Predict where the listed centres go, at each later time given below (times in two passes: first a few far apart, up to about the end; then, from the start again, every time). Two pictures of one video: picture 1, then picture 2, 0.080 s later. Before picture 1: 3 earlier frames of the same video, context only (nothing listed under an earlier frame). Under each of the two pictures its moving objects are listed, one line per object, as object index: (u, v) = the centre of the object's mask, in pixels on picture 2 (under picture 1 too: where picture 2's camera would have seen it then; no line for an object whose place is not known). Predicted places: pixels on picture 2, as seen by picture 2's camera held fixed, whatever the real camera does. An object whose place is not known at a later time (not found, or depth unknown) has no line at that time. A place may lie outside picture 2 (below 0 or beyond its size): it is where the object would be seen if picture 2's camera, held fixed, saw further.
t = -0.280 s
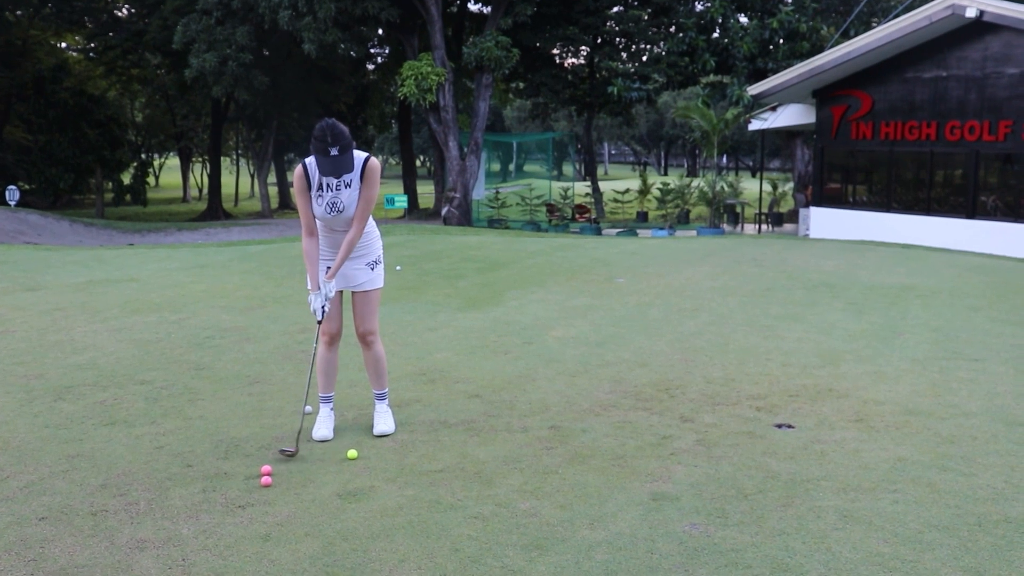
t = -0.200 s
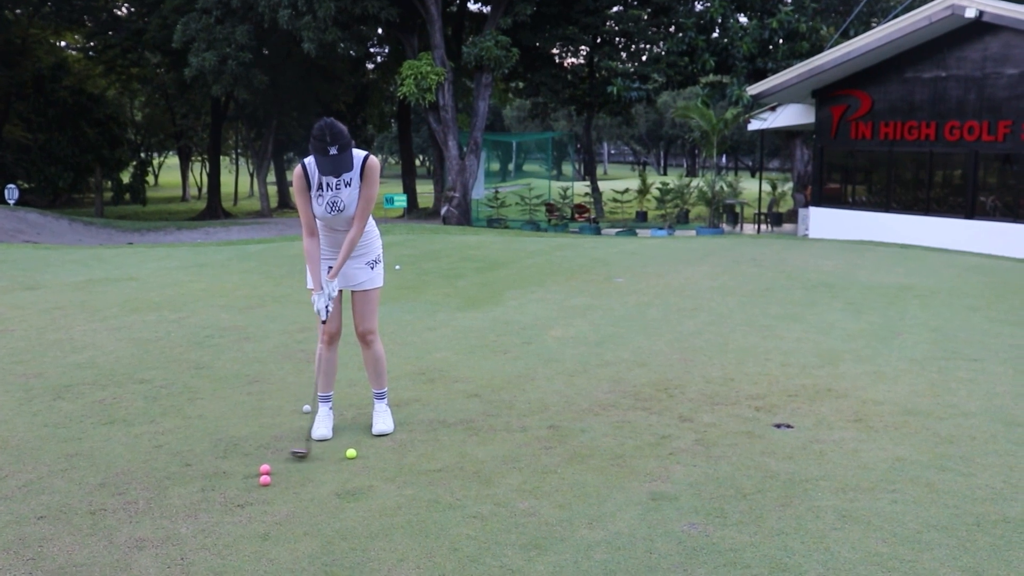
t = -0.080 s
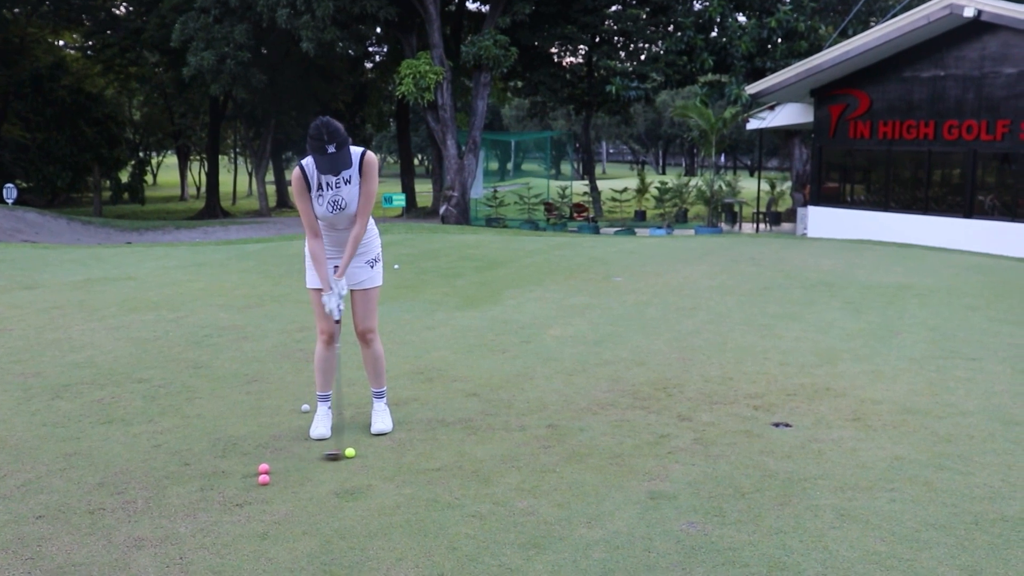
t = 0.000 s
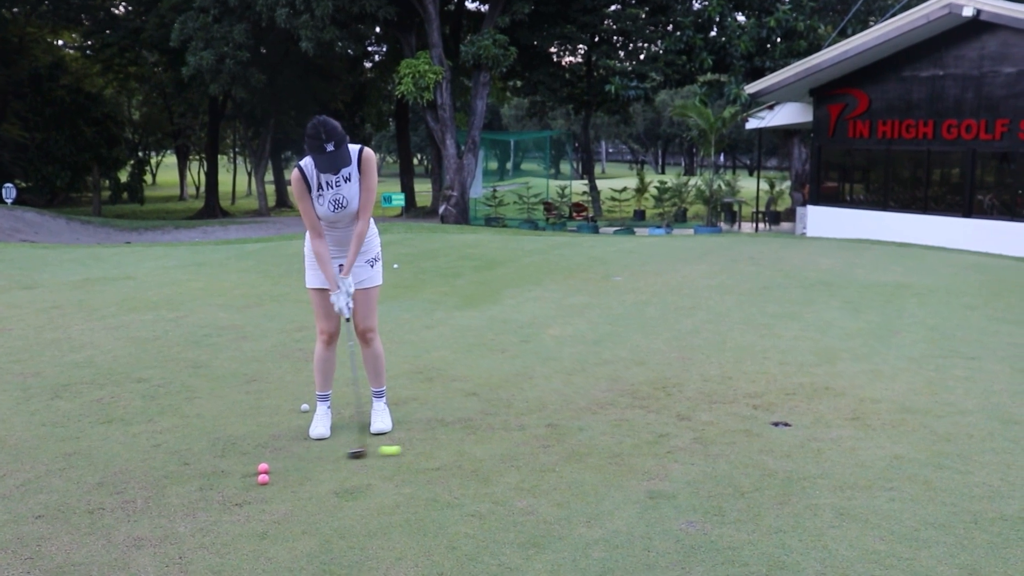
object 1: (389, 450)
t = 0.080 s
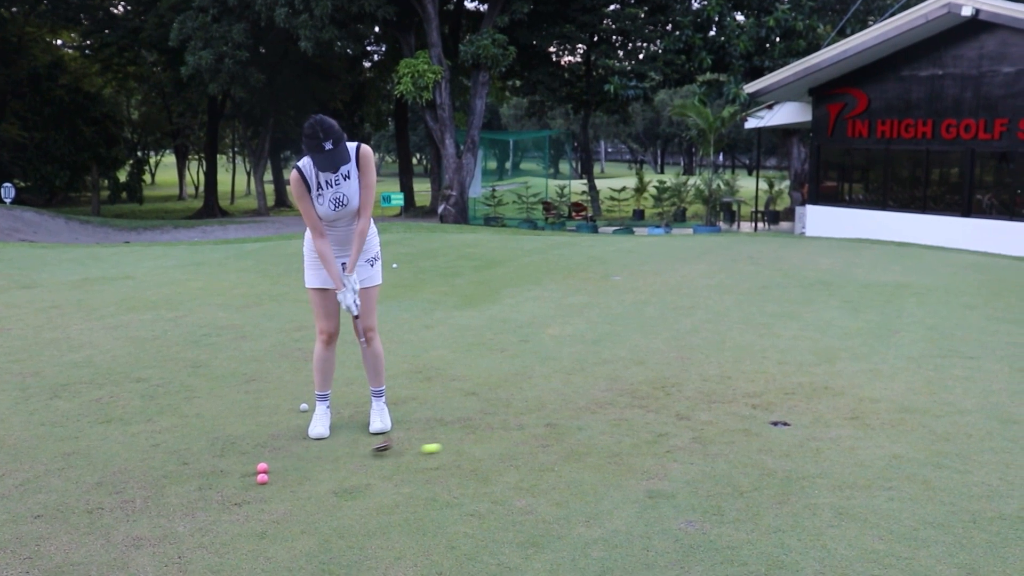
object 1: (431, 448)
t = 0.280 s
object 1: (513, 444)
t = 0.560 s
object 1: (604, 436)
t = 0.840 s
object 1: (678, 428)
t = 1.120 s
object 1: (732, 419)
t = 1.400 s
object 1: (770, 410)
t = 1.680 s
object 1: (794, 402)
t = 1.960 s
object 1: (810, 394)
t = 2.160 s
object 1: (818, 391)
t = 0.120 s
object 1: (450, 447)
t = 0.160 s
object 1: (467, 447)
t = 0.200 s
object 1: (483, 446)
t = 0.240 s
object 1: (498, 445)
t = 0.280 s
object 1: (513, 444)
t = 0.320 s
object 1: (527, 443)
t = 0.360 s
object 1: (542, 442)
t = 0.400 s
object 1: (555, 440)
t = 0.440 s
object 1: (568, 436)
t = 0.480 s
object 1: (580, 436)
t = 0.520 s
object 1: (592, 437)
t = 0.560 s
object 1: (604, 436)
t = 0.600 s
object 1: (616, 435)
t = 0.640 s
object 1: (627, 434)
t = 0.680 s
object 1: (638, 433)
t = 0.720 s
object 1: (649, 431)
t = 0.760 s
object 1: (659, 431)
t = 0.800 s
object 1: (669, 429)
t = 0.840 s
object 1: (678, 428)
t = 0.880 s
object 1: (686, 427)
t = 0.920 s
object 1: (695, 426)
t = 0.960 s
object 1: (703, 424)
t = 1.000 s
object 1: (711, 424)
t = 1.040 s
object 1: (718, 422)
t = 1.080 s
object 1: (725, 420)
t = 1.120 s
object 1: (732, 419)
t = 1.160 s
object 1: (738, 418)
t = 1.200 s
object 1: (744, 417)
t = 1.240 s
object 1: (750, 415)
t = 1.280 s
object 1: (755, 414)
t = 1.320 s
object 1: (760, 413)
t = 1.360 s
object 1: (765, 412)
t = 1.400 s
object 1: (770, 410)
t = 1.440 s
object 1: (773, 409)
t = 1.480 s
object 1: (777, 408)
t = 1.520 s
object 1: (781, 407)
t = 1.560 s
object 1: (785, 405)
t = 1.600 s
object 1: (788, 404)
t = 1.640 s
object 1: (791, 403)
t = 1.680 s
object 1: (794, 402)
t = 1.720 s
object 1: (797, 401)
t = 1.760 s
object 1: (799, 400)
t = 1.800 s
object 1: (802, 398)
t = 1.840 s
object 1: (804, 398)
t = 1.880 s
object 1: (806, 396)
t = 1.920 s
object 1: (808, 395)
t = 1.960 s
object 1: (810, 394)
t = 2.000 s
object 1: (812, 393)
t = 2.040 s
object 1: (814, 392)
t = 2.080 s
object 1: (816, 392)
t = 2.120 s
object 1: (817, 391)
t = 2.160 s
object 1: (818, 391)
